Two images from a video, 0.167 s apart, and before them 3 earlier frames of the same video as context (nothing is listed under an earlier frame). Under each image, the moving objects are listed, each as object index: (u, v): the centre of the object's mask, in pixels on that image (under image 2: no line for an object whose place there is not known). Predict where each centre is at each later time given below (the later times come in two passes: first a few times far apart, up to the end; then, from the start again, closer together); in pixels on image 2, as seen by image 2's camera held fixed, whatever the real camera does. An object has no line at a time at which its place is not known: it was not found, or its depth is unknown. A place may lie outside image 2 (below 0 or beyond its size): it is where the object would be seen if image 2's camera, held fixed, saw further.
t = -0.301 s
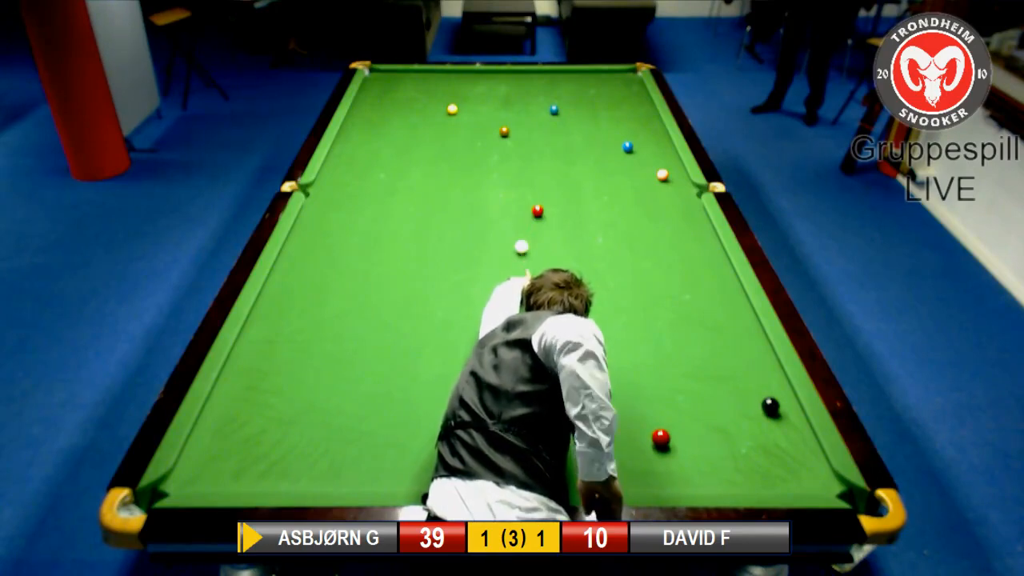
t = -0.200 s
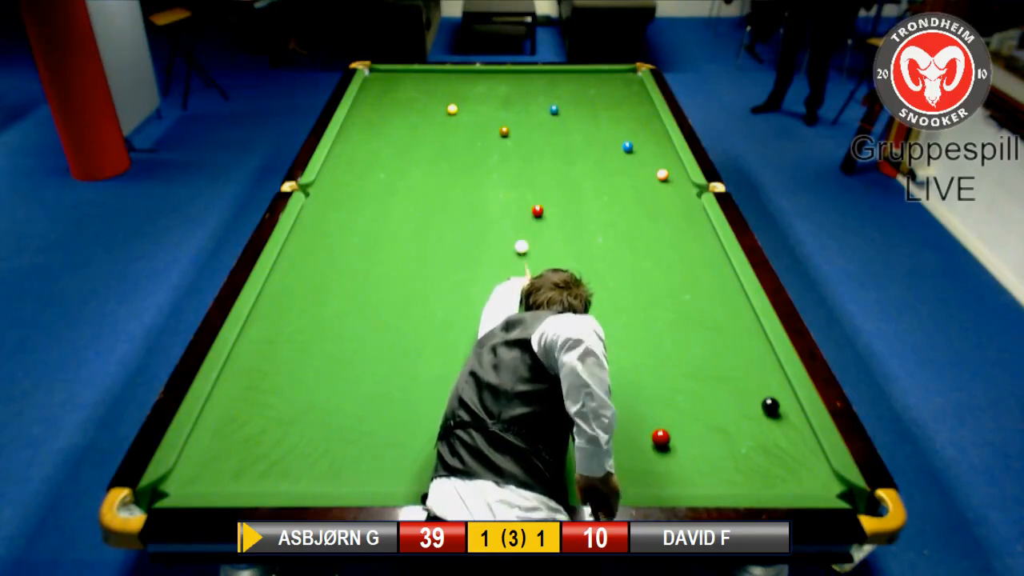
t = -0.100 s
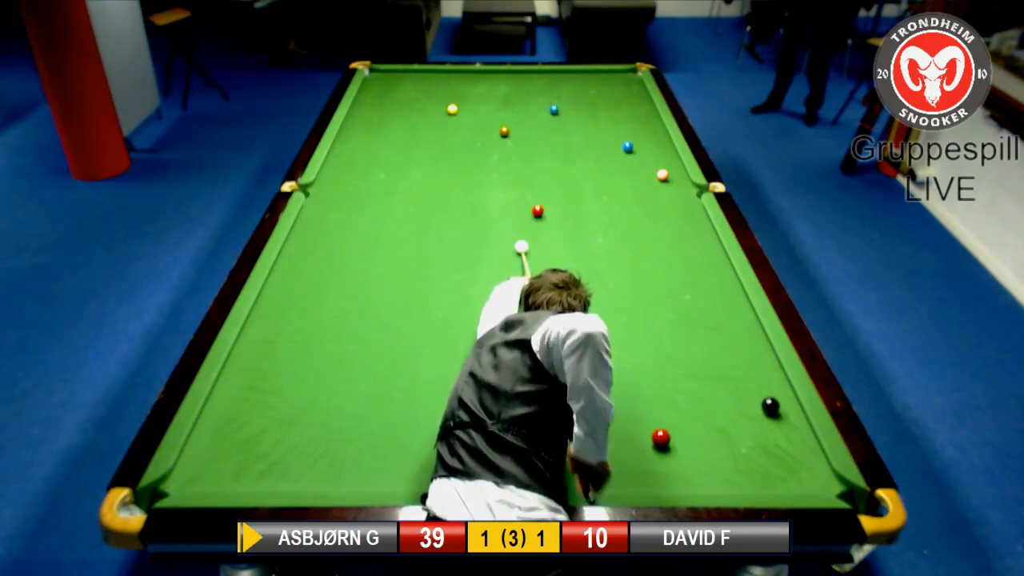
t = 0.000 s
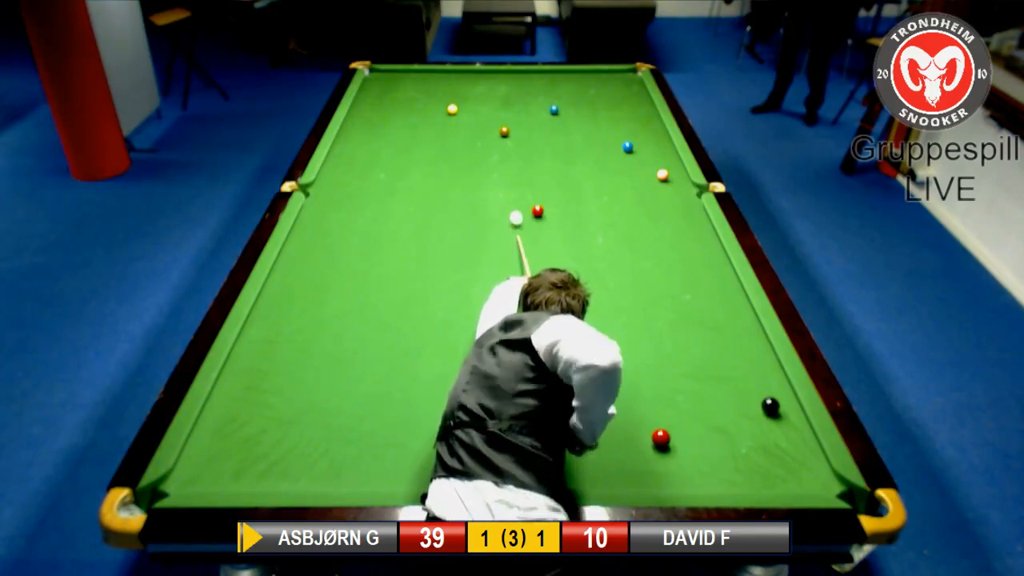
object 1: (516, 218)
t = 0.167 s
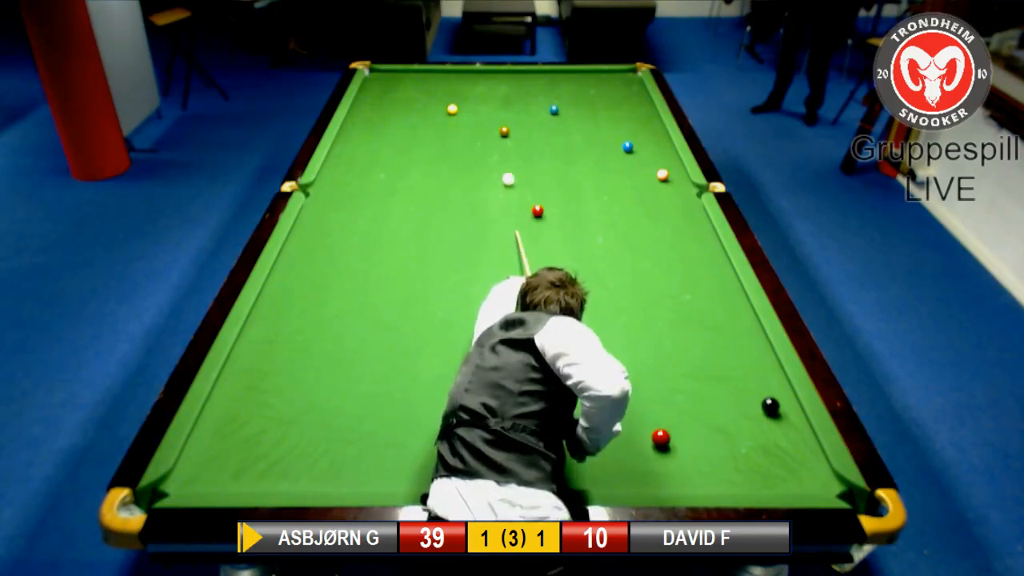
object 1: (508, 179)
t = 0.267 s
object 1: (505, 161)
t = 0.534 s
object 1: (496, 134)
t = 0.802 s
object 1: (473, 123)
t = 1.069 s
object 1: (453, 114)
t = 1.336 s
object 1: (432, 110)
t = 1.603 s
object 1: (413, 107)
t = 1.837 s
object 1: (397, 105)
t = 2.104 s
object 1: (383, 102)
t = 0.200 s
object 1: (507, 173)
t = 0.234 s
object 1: (506, 167)
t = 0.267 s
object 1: (505, 161)
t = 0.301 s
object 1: (504, 157)
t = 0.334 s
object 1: (503, 153)
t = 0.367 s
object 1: (502, 148)
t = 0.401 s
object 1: (501, 145)
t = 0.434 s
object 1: (501, 141)
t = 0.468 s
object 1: (500, 138)
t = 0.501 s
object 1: (499, 135)
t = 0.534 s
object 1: (496, 134)
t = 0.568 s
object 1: (493, 133)
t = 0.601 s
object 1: (490, 131)
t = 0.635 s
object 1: (487, 130)
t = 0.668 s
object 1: (484, 128)
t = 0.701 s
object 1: (481, 127)
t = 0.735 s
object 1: (479, 126)
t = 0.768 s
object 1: (476, 125)
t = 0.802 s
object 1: (473, 123)
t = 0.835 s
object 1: (470, 122)
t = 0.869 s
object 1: (468, 121)
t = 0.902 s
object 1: (465, 120)
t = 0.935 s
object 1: (463, 119)
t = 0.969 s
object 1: (460, 117)
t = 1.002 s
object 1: (458, 116)
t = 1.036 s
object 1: (456, 115)
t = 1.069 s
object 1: (453, 114)
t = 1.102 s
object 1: (450, 112)
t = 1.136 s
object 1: (448, 112)
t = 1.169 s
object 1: (445, 112)
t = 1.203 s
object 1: (442, 111)
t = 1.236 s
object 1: (440, 111)
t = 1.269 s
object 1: (437, 110)
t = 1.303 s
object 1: (435, 110)
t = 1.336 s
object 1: (432, 110)
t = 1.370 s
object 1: (430, 109)
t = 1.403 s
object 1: (427, 109)
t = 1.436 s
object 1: (425, 109)
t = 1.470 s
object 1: (422, 108)
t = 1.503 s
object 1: (420, 108)
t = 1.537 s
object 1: (418, 108)
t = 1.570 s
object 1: (415, 107)
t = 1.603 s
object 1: (413, 107)
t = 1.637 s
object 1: (410, 107)
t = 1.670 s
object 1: (408, 106)
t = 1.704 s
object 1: (406, 106)
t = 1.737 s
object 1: (404, 105)
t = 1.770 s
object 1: (402, 105)
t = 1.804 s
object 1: (400, 105)
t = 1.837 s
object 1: (397, 105)
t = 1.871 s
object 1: (395, 104)
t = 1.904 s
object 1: (393, 104)
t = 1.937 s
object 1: (391, 104)
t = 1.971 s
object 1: (387, 103)
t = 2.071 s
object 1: (385, 103)
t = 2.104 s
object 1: (383, 102)
